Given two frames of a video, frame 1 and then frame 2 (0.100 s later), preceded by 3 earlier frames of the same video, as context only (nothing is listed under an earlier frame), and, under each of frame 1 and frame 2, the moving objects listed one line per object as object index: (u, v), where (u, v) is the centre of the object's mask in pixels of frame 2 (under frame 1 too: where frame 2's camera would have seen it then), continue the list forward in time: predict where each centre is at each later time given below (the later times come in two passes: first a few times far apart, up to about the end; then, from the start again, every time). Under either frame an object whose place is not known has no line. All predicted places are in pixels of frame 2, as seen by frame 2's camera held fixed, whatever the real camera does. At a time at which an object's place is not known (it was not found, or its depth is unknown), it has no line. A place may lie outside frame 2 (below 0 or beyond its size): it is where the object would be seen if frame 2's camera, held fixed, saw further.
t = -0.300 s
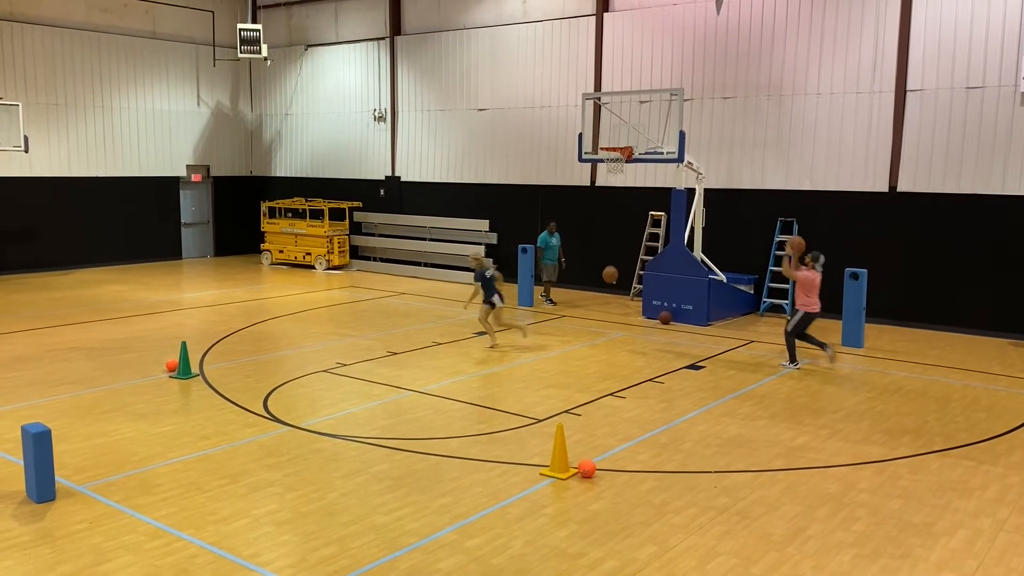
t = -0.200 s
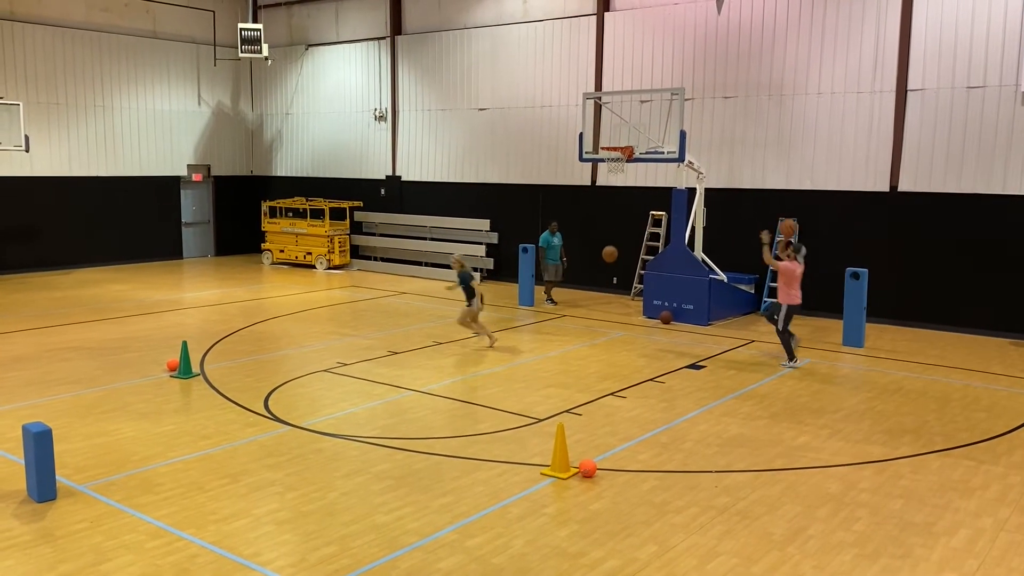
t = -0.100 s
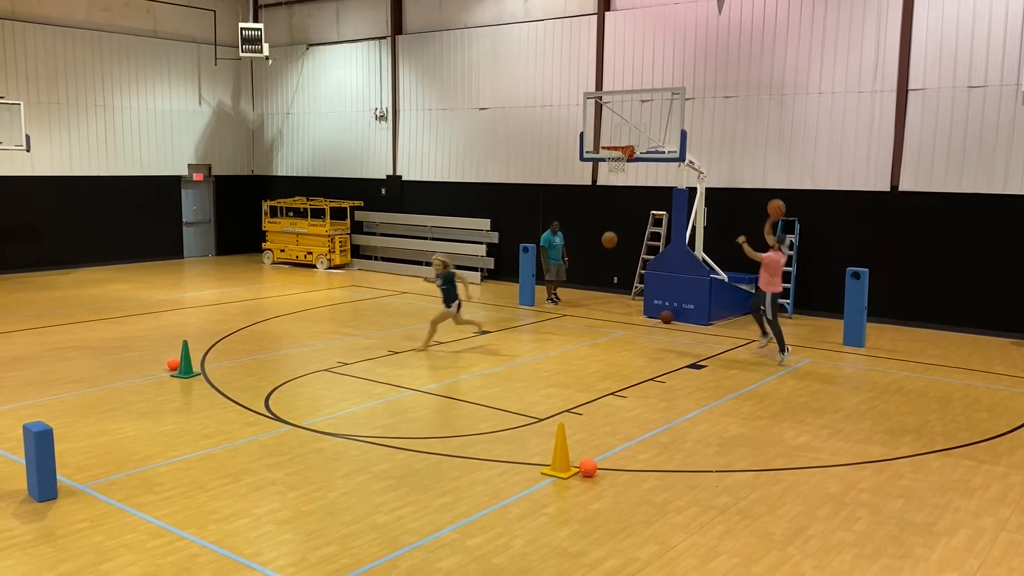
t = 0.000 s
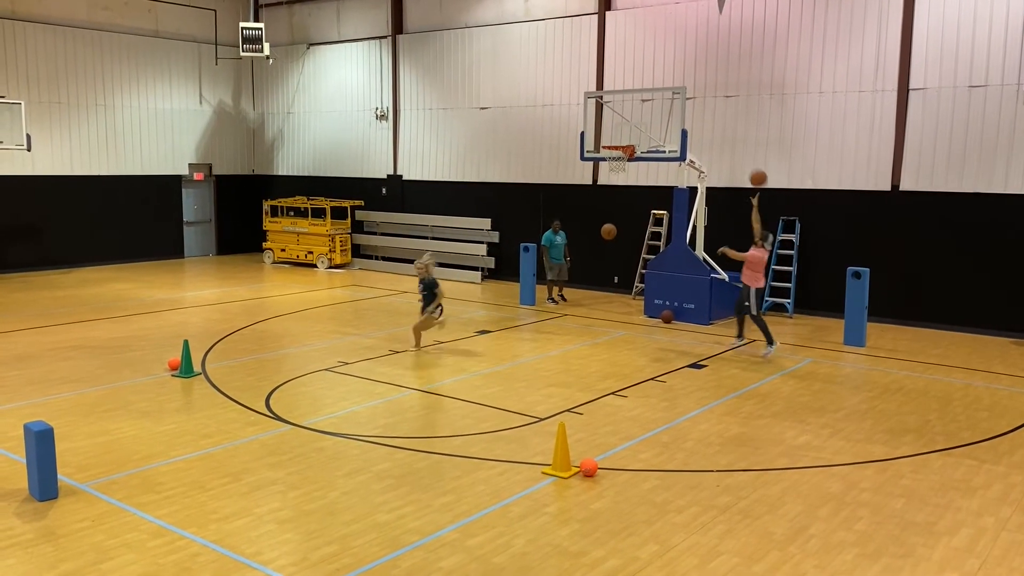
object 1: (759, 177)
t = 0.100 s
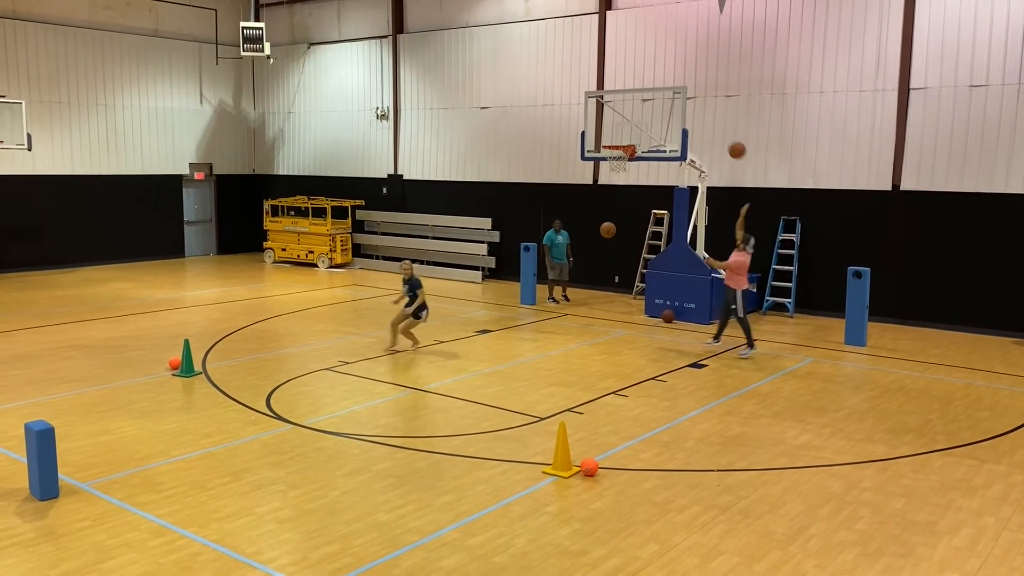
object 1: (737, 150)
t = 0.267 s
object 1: (701, 121)
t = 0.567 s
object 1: (639, 118)
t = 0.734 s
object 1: (609, 140)
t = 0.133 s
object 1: (730, 143)
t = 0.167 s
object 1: (722, 136)
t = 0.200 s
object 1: (715, 130)
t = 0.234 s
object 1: (708, 125)
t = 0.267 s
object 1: (701, 121)
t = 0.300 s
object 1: (694, 118)
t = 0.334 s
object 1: (687, 116)
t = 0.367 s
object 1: (680, 114)
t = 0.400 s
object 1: (672, 113)
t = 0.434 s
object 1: (666, 112)
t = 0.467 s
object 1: (659, 113)
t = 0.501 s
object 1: (652, 114)
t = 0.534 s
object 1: (646, 116)
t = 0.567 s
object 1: (639, 118)
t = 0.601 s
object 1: (633, 122)
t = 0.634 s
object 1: (626, 126)
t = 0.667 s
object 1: (620, 130)
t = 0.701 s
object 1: (613, 136)
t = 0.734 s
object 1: (609, 140)
